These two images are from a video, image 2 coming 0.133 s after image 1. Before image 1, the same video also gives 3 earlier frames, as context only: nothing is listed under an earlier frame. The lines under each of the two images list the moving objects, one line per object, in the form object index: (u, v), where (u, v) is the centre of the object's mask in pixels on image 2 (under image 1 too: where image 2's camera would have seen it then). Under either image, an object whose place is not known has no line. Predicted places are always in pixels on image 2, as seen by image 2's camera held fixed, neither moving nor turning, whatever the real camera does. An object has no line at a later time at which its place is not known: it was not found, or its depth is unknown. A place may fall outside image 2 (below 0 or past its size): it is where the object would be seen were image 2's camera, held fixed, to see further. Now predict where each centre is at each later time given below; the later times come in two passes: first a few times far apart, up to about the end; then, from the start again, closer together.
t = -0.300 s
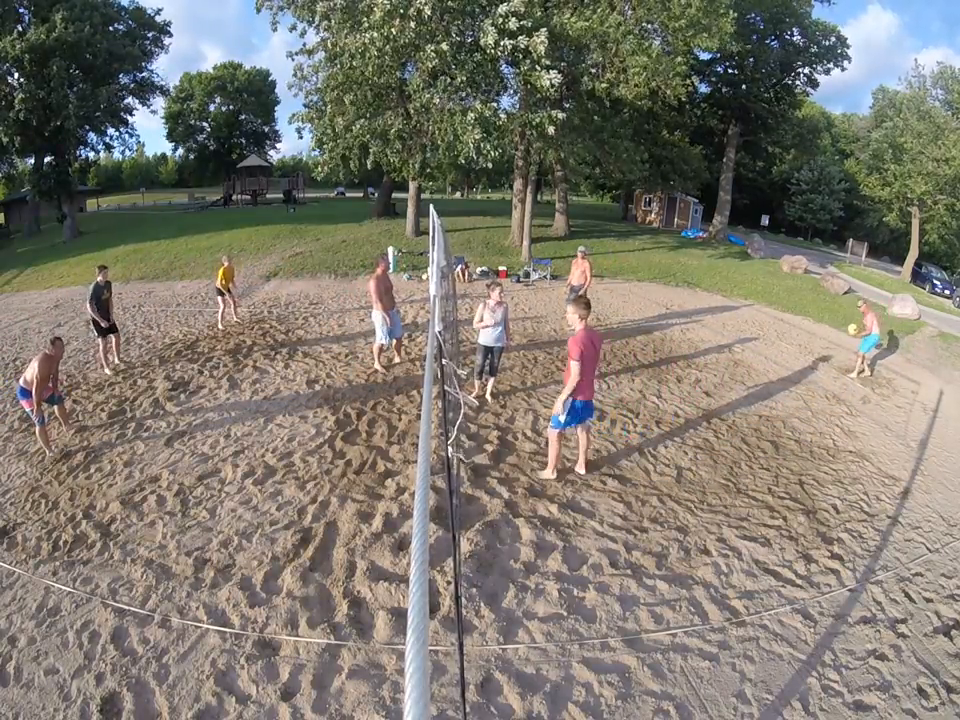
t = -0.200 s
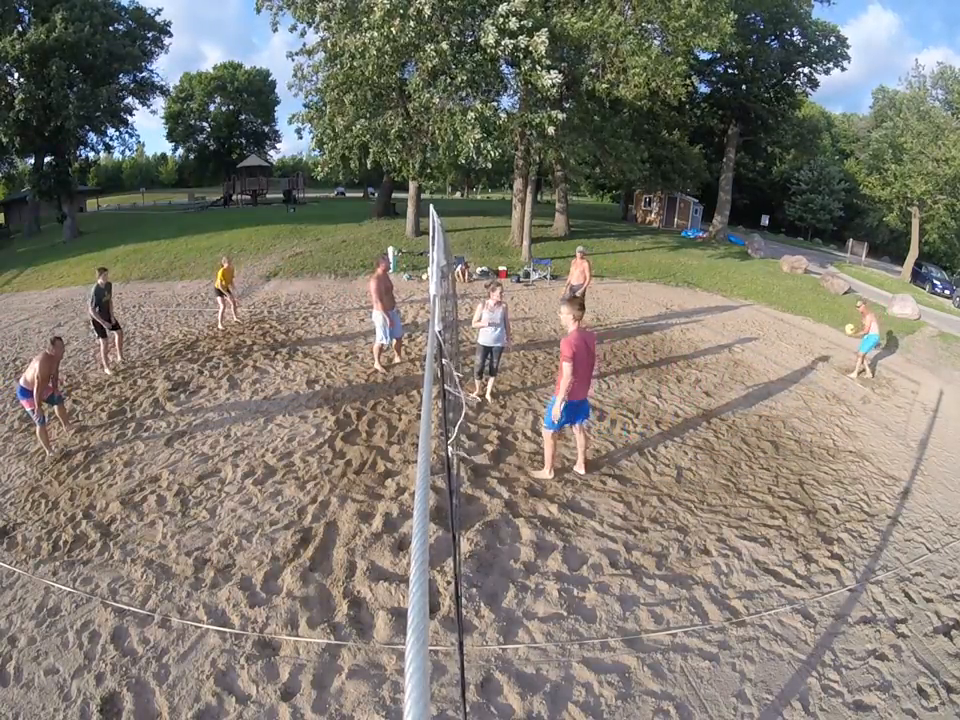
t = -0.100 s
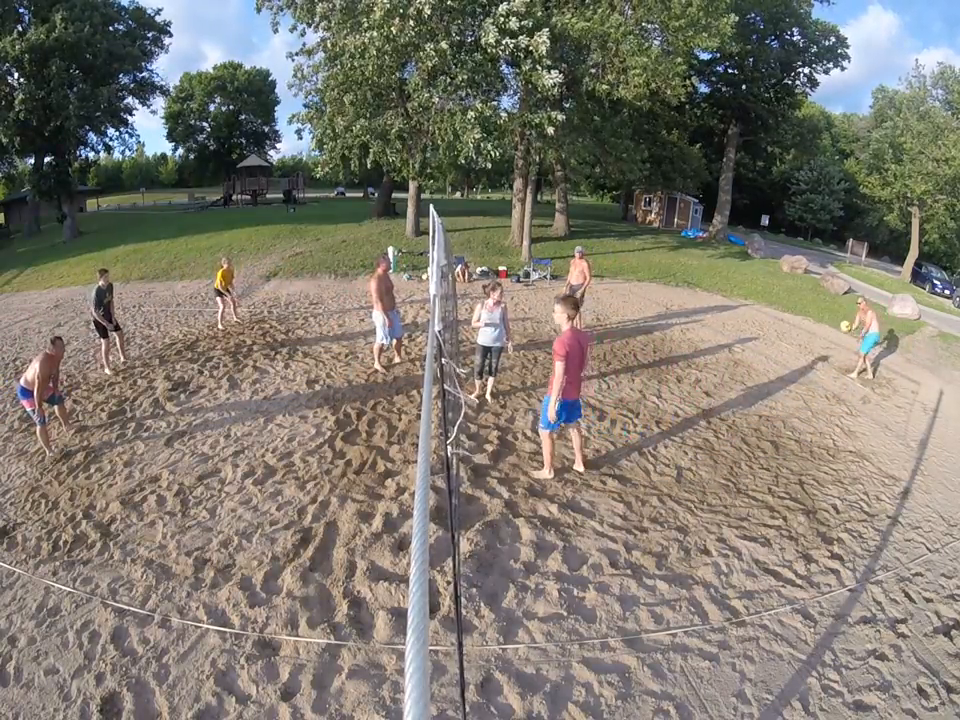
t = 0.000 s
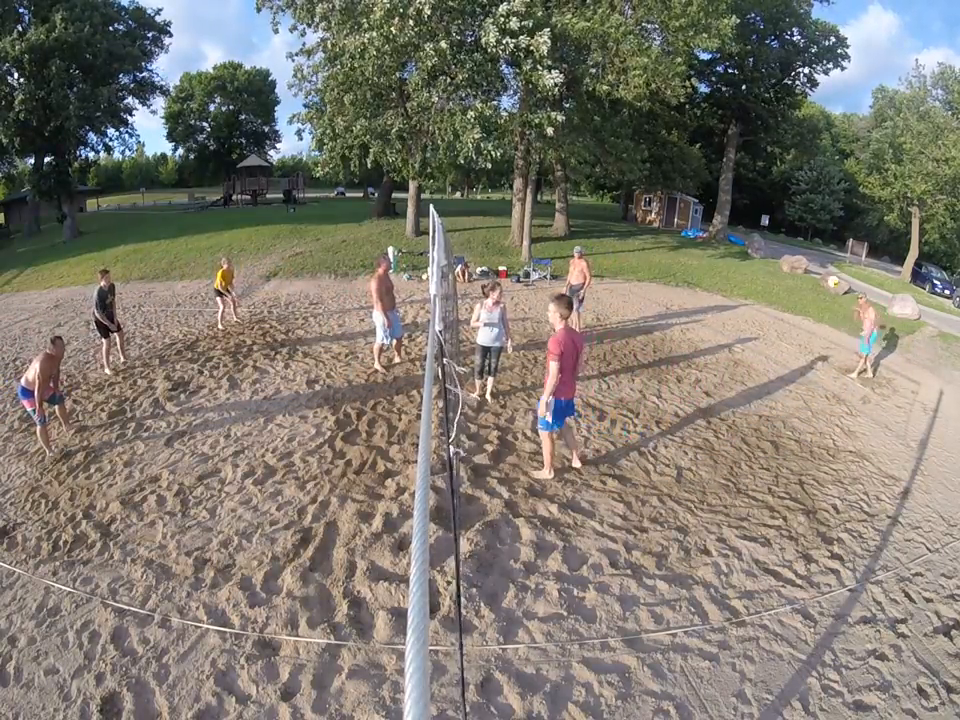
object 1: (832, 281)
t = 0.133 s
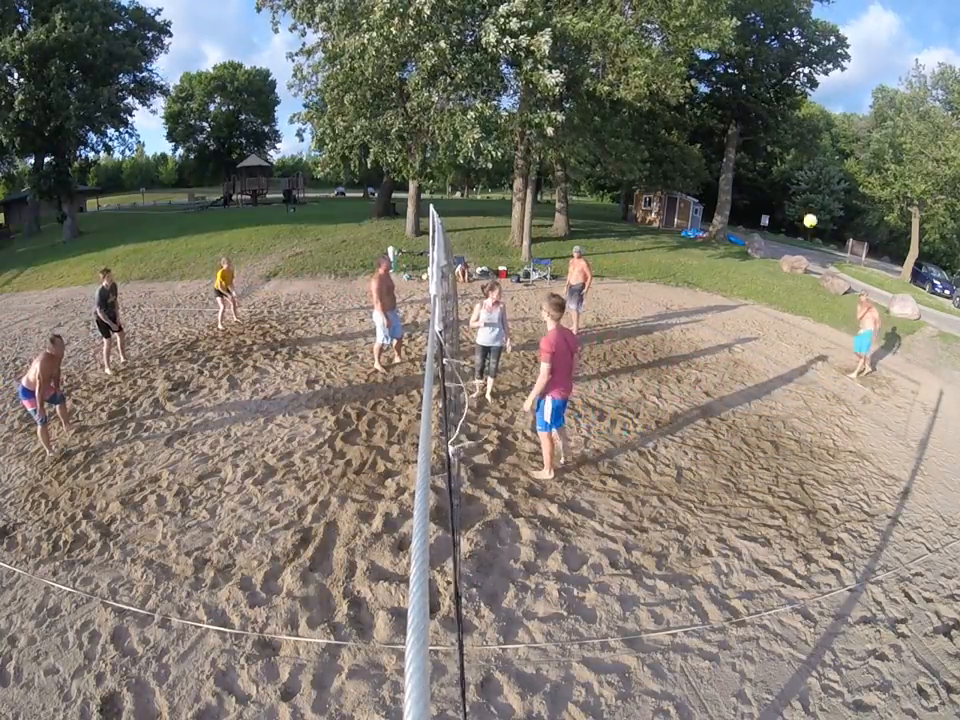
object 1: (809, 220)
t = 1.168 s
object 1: (154, 22)
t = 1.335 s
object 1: (44, 130)
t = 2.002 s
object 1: (39, 202)
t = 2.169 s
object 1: (90, 184)
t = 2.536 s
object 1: (211, 234)
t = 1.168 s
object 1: (154, 22)
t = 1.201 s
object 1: (130, 40)
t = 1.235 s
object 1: (106, 61)
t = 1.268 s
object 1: (84, 83)
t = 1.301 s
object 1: (63, 106)
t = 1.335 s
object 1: (44, 130)
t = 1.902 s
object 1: (12, 226)
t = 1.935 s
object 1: (21, 217)
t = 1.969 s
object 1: (30, 209)
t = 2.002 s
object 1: (39, 202)
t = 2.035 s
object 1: (49, 196)
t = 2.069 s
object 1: (59, 192)
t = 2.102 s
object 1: (69, 188)
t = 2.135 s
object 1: (79, 185)
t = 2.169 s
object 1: (90, 184)
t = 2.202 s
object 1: (100, 183)
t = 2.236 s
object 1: (111, 184)
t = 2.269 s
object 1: (122, 186)
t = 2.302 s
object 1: (133, 189)
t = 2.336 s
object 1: (143, 191)
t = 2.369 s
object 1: (153, 196)
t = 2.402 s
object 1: (165, 203)
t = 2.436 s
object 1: (177, 210)
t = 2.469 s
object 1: (188, 217)
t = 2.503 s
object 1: (200, 225)
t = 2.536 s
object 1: (211, 234)
